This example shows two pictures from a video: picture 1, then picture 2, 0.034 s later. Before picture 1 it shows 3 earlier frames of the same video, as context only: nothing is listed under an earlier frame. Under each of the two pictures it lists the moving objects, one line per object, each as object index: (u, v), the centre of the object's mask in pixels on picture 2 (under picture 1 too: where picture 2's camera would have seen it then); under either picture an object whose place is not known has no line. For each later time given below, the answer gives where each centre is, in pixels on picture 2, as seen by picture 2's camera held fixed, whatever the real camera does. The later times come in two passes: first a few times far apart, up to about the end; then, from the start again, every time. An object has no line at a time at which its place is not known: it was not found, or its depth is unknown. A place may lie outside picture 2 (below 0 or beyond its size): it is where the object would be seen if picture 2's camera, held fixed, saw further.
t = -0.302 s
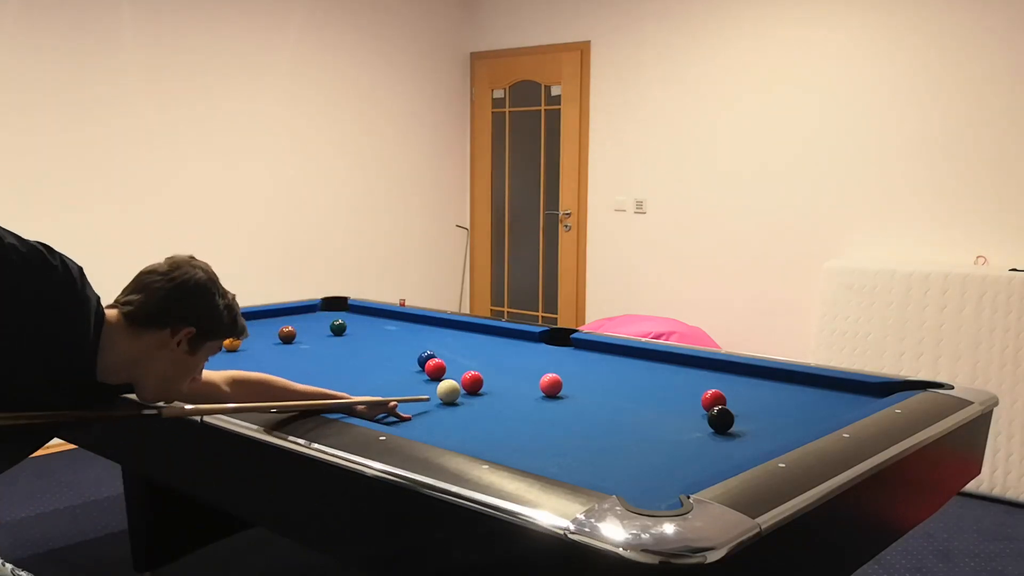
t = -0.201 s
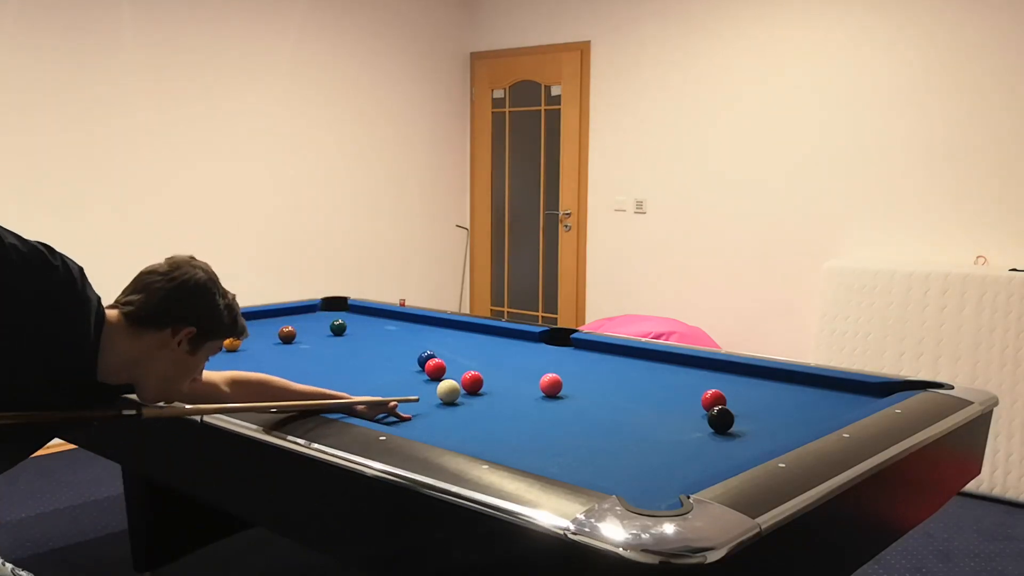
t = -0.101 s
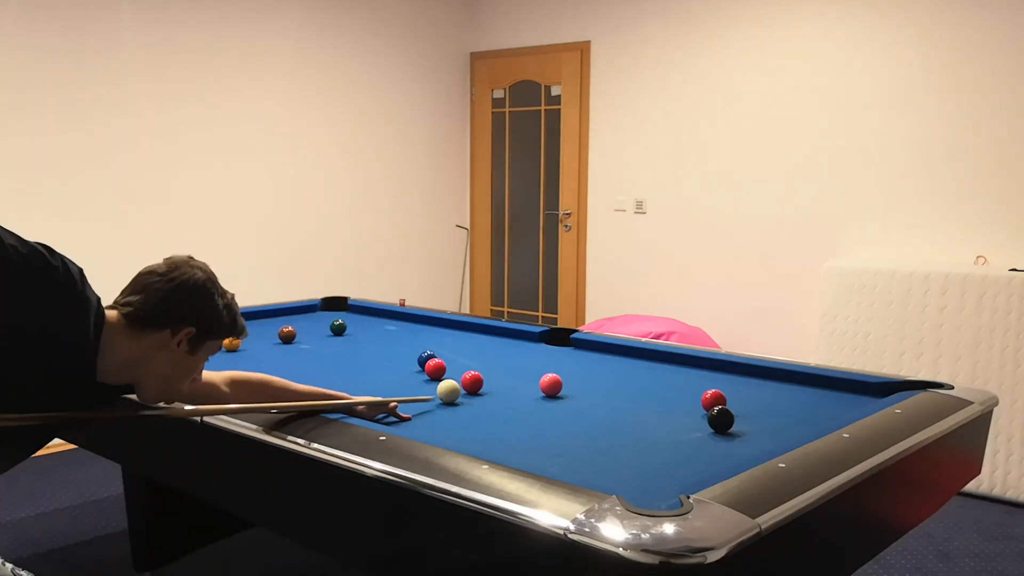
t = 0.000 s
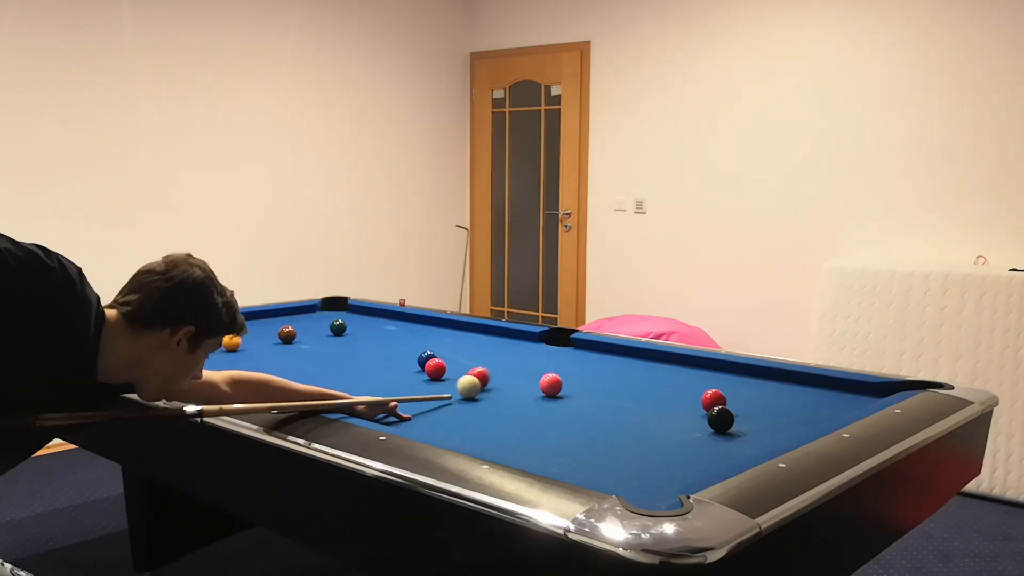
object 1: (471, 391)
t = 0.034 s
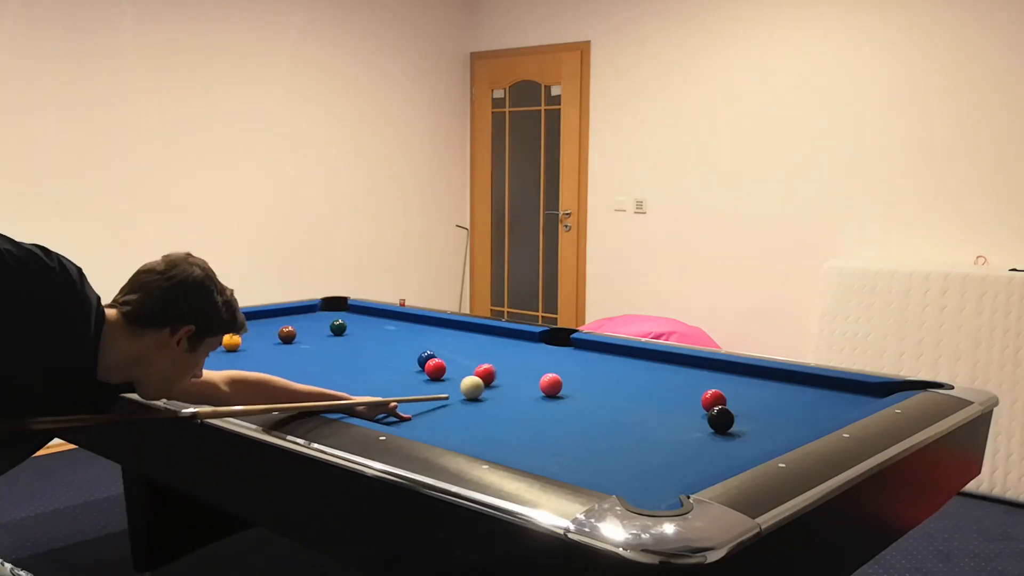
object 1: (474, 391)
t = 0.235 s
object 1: (485, 395)
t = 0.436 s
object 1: (494, 398)
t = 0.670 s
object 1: (505, 402)
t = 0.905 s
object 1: (514, 406)
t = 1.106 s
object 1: (520, 407)
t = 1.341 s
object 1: (528, 410)
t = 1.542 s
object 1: (535, 413)
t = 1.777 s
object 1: (542, 416)
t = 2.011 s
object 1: (548, 418)
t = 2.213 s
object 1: (552, 420)
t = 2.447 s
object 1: (557, 422)
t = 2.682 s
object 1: (560, 423)
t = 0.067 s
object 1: (477, 392)
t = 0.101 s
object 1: (479, 392)
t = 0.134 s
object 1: (480, 393)
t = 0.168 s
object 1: (482, 393)
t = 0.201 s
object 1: (484, 394)
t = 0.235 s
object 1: (485, 395)
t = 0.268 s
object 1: (487, 395)
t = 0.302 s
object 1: (488, 396)
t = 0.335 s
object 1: (490, 397)
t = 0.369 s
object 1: (491, 397)
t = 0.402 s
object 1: (493, 398)
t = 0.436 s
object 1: (494, 398)
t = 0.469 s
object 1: (496, 399)
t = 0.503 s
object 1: (497, 400)
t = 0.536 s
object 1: (499, 400)
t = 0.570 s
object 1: (500, 401)
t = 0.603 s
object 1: (502, 401)
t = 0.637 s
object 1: (503, 402)
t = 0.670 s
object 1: (505, 402)
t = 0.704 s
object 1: (506, 403)
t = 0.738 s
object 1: (508, 404)
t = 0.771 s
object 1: (509, 404)
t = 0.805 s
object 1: (510, 405)
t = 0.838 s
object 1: (512, 405)
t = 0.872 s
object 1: (513, 406)
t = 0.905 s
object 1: (514, 406)
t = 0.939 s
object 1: (514, 404)
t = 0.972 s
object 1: (515, 405)
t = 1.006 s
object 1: (516, 405)
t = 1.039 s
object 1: (517, 406)
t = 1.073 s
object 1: (519, 406)
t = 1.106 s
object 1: (520, 407)
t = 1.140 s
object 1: (521, 408)
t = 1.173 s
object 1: (522, 408)
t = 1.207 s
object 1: (523, 408)
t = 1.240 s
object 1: (525, 409)
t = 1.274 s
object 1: (526, 410)
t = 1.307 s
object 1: (527, 410)
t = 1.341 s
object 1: (528, 410)
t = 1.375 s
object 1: (529, 411)
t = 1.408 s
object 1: (531, 411)
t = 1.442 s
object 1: (532, 412)
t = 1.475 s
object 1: (533, 412)
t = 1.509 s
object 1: (534, 413)
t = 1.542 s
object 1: (535, 413)
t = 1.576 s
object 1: (536, 414)
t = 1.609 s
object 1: (537, 414)
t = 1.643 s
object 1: (538, 414)
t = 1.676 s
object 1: (539, 415)
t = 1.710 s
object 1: (540, 415)
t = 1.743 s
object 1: (541, 416)
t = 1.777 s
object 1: (542, 416)
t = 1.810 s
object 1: (543, 416)
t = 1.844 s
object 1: (544, 417)
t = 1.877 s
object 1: (545, 417)
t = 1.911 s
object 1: (545, 417)
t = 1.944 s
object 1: (546, 418)
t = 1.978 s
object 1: (547, 418)
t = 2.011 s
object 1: (548, 418)
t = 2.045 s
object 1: (549, 418)
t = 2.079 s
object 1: (549, 419)
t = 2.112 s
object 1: (550, 419)
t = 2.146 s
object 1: (551, 419)
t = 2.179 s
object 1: (551, 420)
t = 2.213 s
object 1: (552, 420)
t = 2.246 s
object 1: (553, 420)
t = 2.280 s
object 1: (554, 420)
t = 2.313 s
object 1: (554, 421)
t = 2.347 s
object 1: (555, 421)
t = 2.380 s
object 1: (556, 421)
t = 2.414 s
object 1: (556, 422)
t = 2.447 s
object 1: (557, 422)
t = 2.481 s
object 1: (557, 423)
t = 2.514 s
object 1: (558, 422)
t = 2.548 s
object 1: (558, 423)
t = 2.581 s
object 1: (559, 423)
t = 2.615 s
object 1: (559, 423)
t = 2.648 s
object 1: (559, 423)
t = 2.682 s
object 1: (560, 423)
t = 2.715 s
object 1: (560, 423)
